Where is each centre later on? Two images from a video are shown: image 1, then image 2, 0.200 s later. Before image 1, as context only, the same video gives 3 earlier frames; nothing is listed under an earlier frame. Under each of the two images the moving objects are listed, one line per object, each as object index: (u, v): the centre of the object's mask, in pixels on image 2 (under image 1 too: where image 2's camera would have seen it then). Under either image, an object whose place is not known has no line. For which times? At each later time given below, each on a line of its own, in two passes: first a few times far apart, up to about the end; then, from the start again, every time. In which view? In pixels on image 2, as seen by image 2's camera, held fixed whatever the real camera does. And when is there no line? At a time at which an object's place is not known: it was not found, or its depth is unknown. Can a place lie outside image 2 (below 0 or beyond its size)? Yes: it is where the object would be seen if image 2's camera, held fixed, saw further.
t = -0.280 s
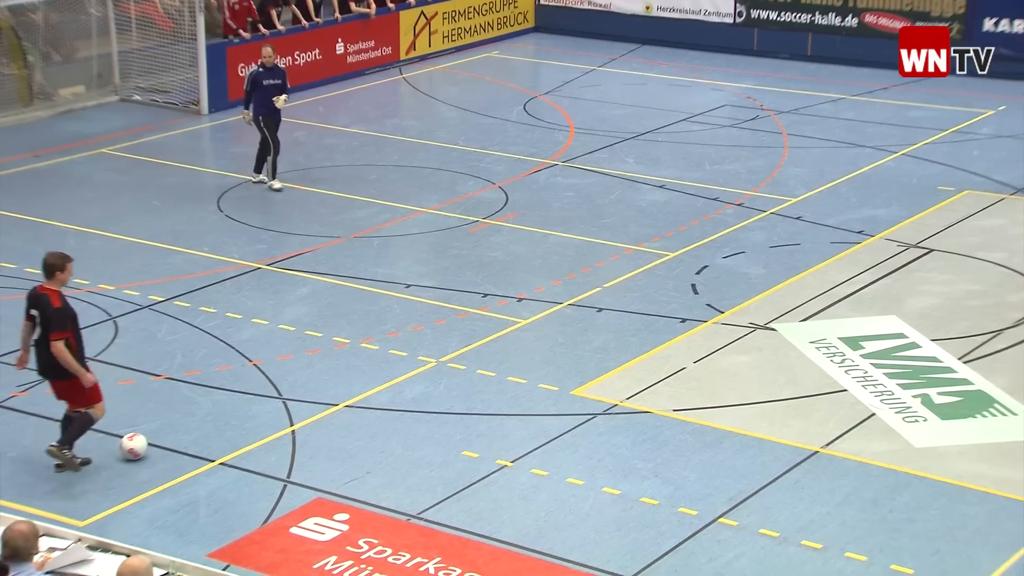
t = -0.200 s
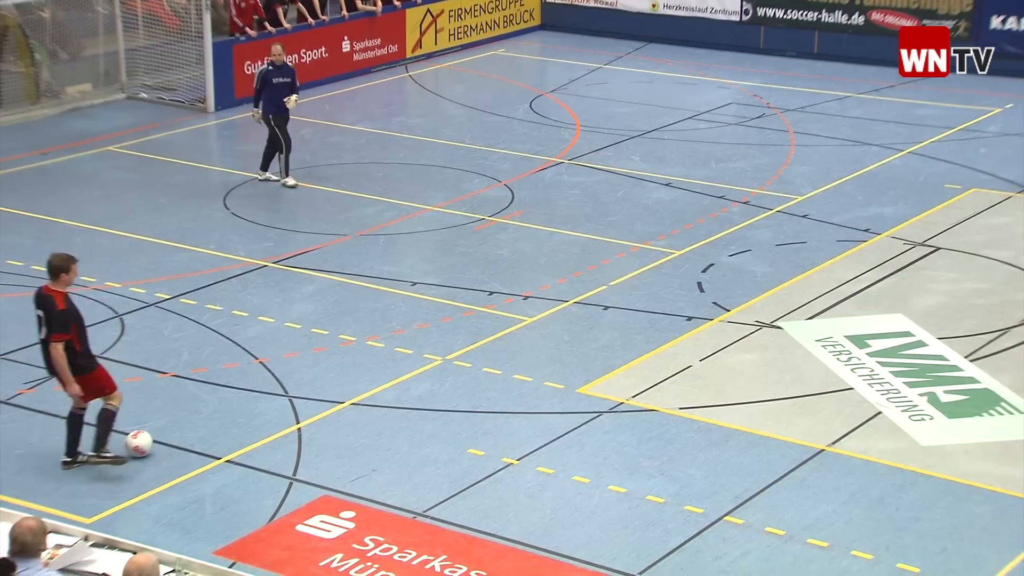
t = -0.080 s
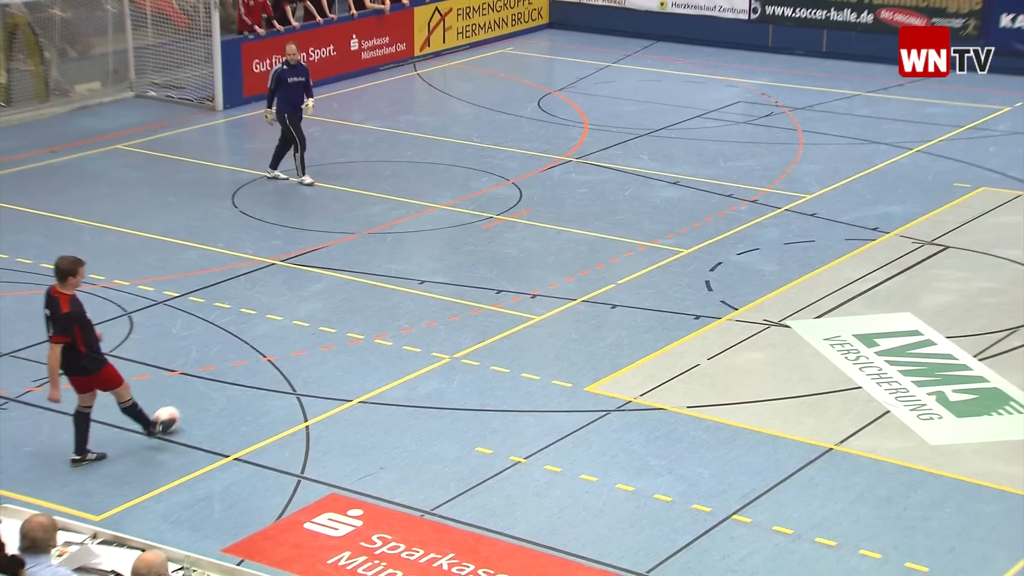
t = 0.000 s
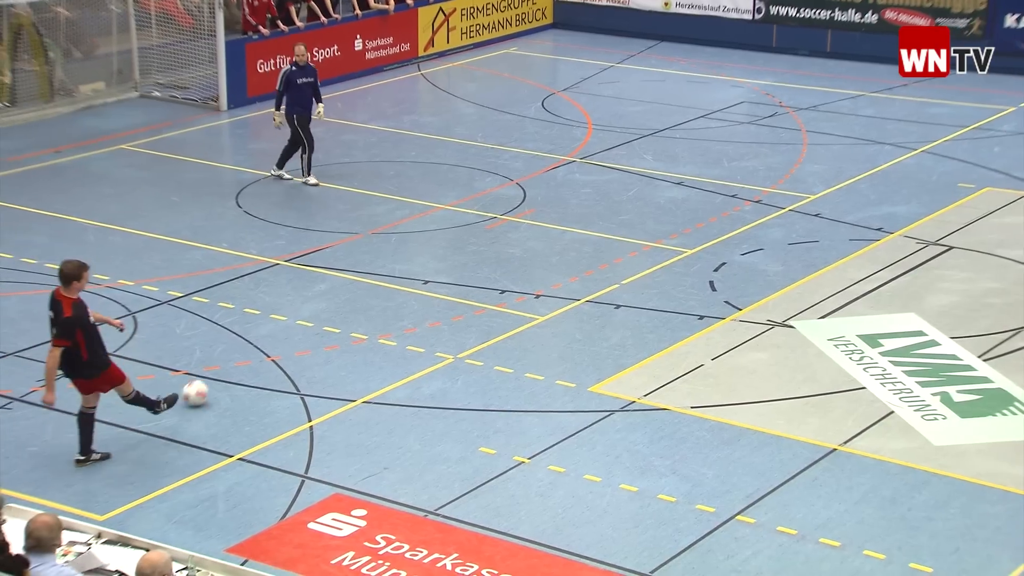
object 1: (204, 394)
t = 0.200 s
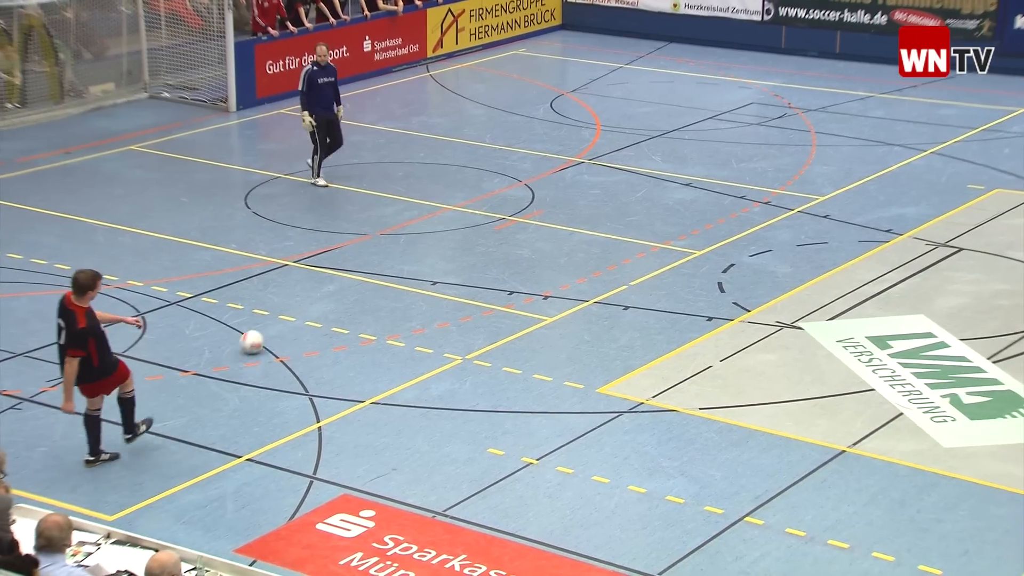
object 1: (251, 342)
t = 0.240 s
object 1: (259, 334)
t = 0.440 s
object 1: (291, 298)
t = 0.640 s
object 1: (317, 268)
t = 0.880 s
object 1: (344, 237)
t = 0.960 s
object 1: (353, 228)
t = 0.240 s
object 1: (259, 334)
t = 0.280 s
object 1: (267, 325)
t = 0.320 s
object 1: (273, 318)
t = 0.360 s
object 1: (280, 311)
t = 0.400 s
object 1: (285, 304)
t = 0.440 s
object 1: (291, 298)
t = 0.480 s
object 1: (297, 291)
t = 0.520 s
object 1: (302, 286)
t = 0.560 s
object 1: (307, 280)
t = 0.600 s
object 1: (312, 274)
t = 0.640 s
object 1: (317, 268)
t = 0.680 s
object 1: (322, 263)
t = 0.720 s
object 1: (327, 257)
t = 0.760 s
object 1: (331, 252)
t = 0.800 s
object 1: (336, 247)
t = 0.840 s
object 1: (341, 243)
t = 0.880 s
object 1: (344, 237)
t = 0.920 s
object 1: (349, 233)
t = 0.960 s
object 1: (353, 228)
